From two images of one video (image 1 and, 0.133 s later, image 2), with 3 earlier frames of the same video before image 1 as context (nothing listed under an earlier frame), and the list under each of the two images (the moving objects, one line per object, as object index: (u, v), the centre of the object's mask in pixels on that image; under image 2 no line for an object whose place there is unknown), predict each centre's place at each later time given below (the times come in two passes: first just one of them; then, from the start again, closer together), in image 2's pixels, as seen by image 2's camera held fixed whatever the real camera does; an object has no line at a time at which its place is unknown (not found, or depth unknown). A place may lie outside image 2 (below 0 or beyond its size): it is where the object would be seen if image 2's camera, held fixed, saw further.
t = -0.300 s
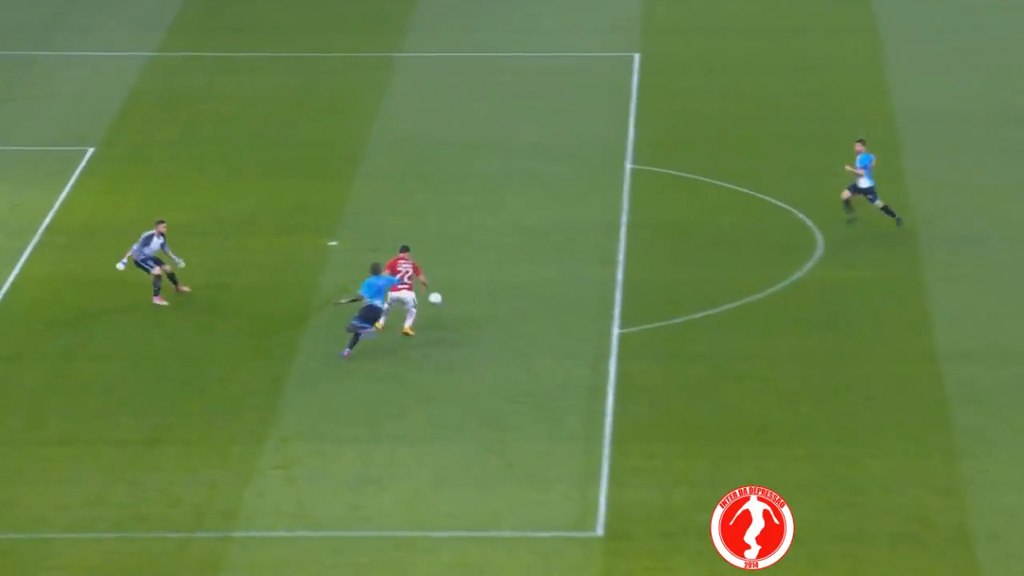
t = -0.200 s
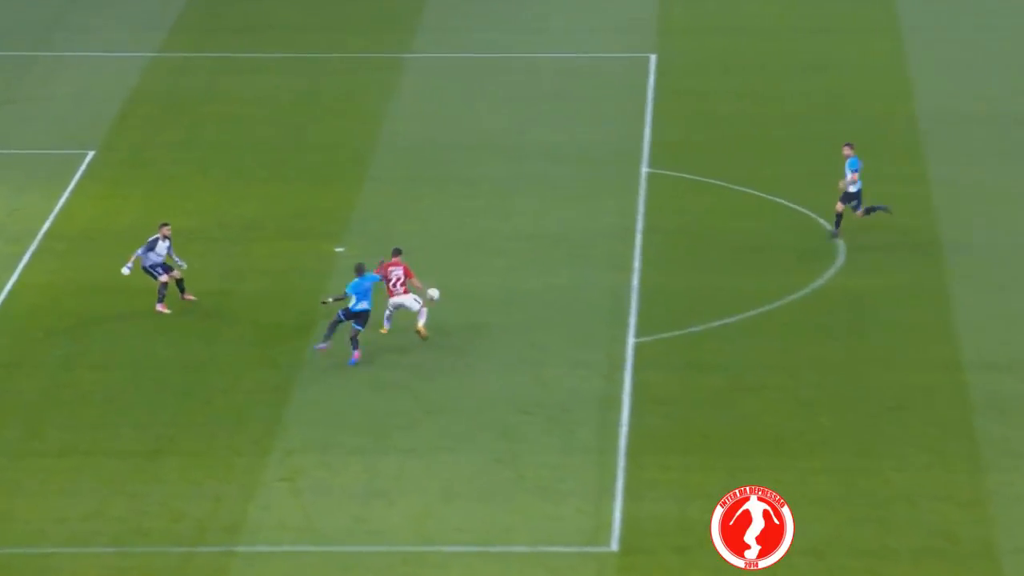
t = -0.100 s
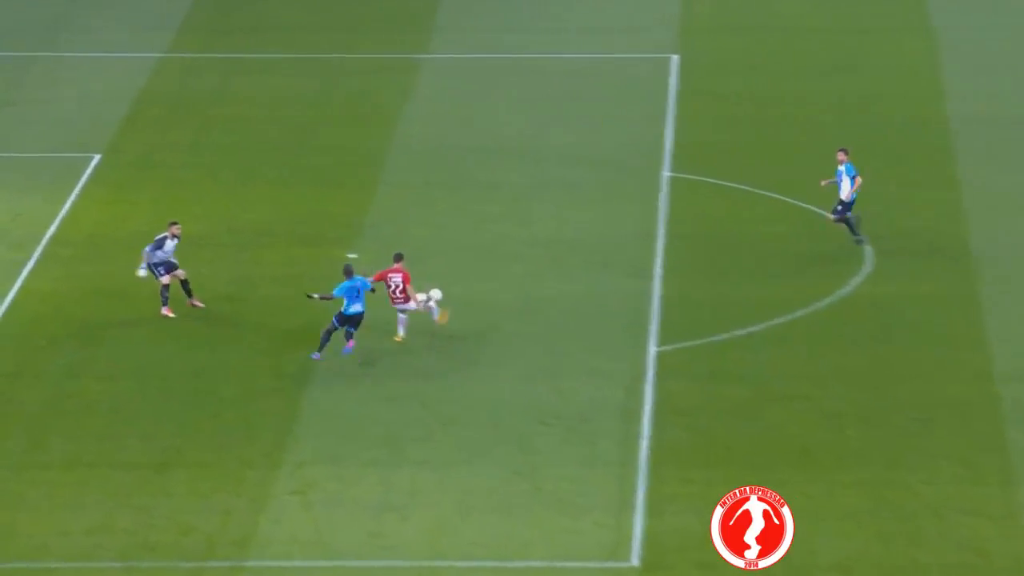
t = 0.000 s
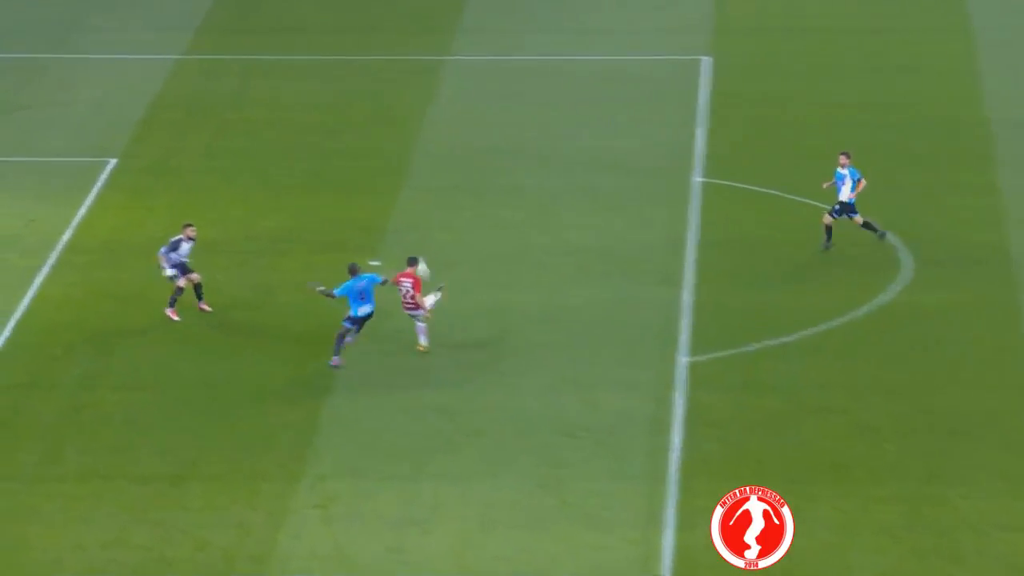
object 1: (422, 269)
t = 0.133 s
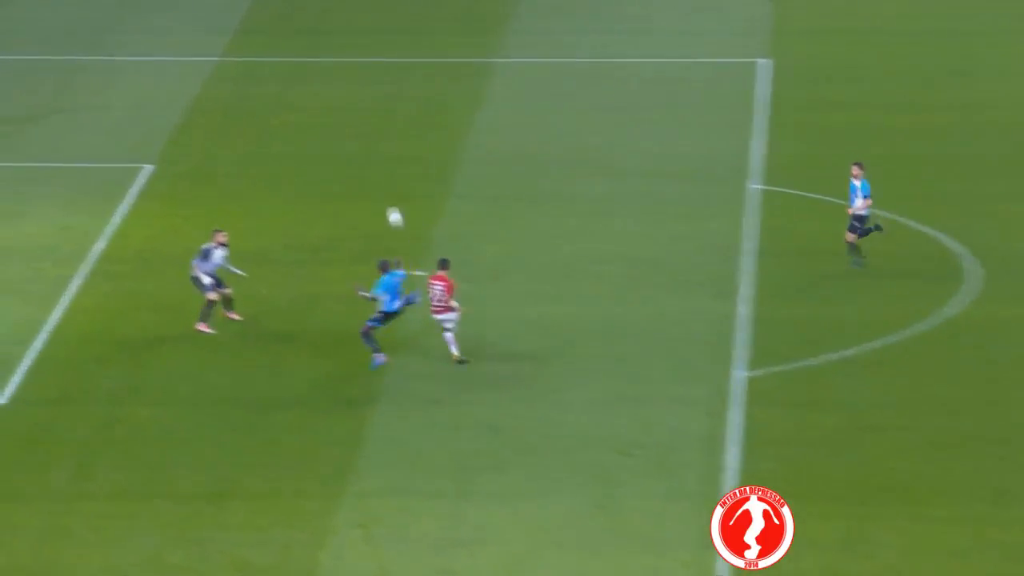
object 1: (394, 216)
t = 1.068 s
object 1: (-62, 153)
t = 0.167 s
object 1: (377, 203)
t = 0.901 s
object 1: (16, 122)
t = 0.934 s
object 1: (0, 127)
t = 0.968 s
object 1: (-15, 133)
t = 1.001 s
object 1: (-31, 139)
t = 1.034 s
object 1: (-47, 146)
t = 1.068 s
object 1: (-62, 153)
